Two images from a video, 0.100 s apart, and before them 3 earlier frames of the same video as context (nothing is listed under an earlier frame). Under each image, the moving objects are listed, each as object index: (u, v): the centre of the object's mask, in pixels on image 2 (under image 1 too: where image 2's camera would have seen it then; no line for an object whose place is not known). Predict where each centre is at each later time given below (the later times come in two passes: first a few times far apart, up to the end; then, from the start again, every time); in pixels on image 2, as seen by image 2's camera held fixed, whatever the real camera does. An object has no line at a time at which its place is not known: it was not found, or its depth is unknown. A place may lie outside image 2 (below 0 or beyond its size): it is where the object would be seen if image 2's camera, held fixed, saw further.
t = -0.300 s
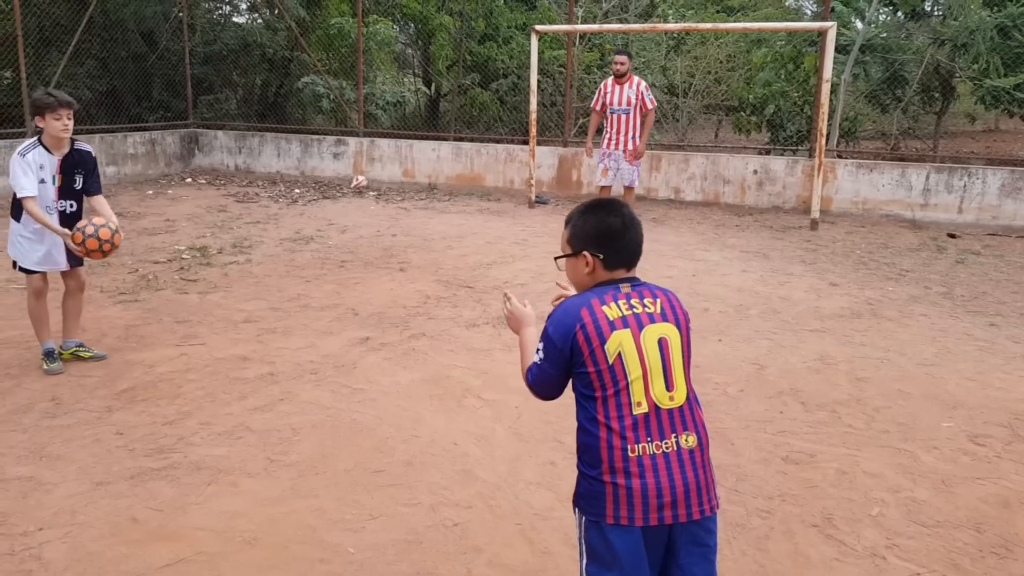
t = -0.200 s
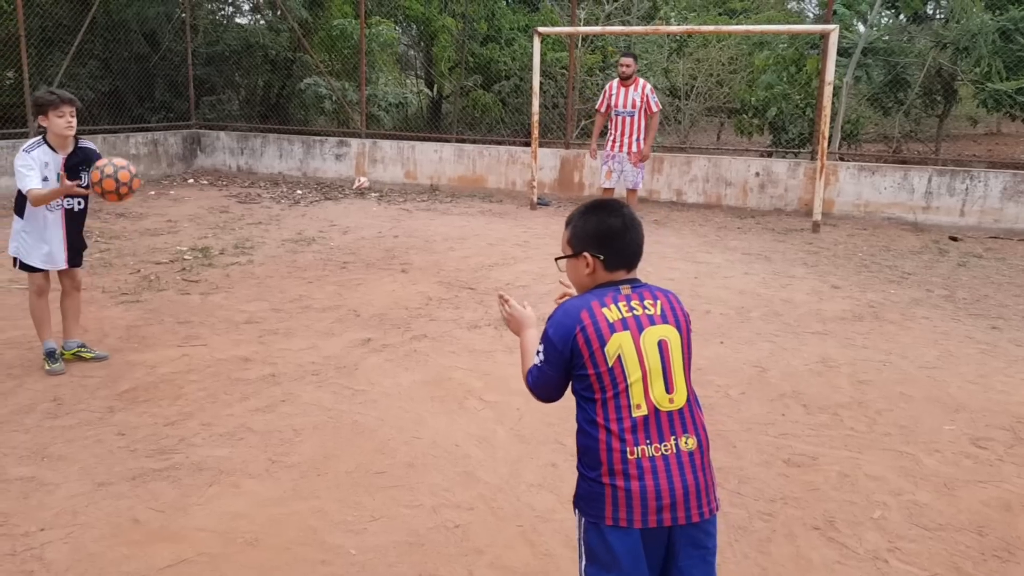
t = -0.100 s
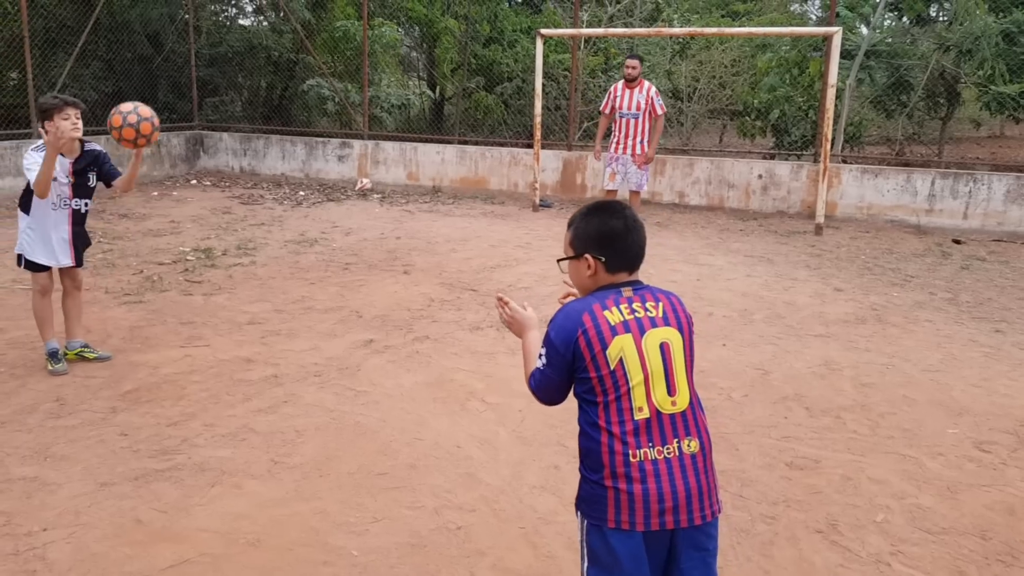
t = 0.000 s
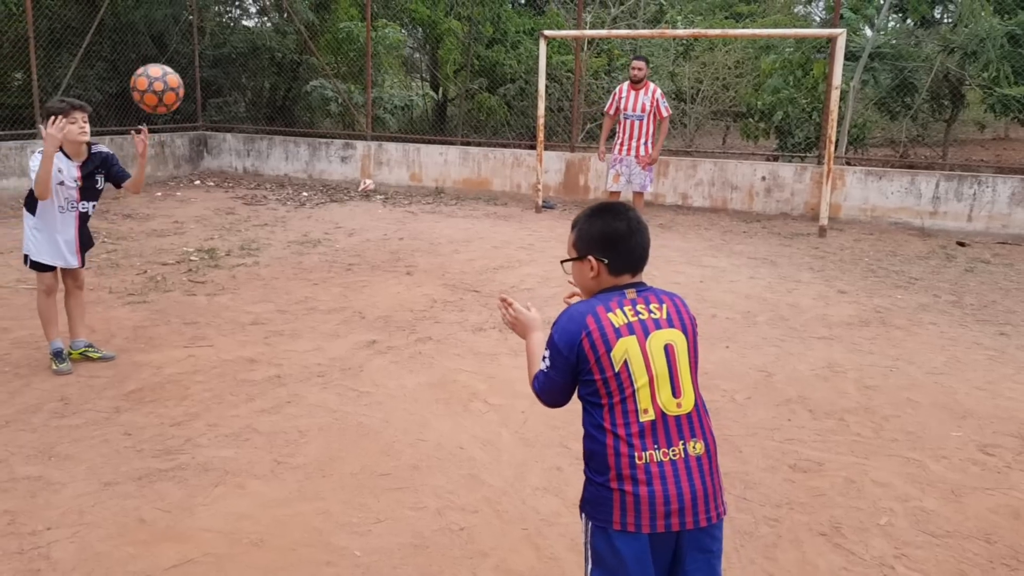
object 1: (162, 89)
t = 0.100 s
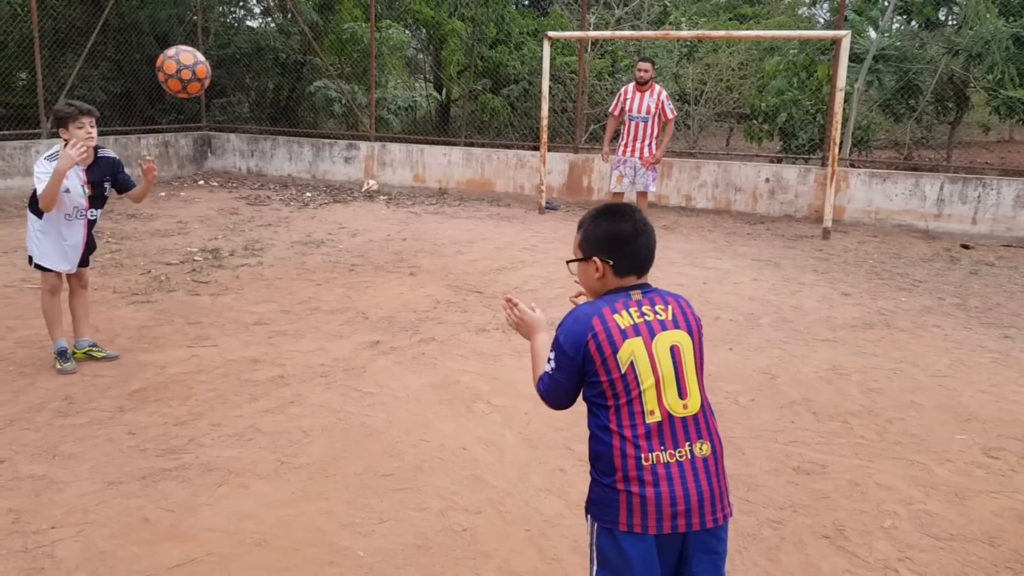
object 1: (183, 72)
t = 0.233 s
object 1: (217, 84)
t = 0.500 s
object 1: (292, 247)
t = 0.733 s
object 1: (359, 402)
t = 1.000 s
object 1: (424, 302)
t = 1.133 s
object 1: (461, 313)
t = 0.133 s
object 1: (191, 71)
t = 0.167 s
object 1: (199, 72)
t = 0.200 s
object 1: (208, 77)
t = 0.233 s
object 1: (217, 84)
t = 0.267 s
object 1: (226, 94)
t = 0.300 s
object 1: (234, 107)
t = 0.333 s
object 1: (244, 122)
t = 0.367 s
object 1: (253, 141)
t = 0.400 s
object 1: (263, 163)
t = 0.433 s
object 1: (273, 188)
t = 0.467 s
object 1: (282, 216)
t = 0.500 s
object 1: (292, 247)
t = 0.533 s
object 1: (303, 280)
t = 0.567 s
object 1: (313, 317)
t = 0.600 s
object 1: (324, 356)
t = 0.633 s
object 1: (333, 397)
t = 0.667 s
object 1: (343, 442)
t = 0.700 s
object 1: (351, 426)
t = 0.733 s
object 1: (359, 402)
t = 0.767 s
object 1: (367, 382)
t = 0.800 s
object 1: (376, 364)
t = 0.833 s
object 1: (383, 347)
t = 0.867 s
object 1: (391, 334)
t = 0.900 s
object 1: (400, 322)
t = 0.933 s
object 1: (408, 313)
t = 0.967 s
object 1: (417, 306)
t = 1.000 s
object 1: (424, 302)
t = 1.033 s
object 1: (433, 301)
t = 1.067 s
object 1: (442, 302)
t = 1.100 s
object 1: (452, 306)
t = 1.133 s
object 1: (461, 313)
